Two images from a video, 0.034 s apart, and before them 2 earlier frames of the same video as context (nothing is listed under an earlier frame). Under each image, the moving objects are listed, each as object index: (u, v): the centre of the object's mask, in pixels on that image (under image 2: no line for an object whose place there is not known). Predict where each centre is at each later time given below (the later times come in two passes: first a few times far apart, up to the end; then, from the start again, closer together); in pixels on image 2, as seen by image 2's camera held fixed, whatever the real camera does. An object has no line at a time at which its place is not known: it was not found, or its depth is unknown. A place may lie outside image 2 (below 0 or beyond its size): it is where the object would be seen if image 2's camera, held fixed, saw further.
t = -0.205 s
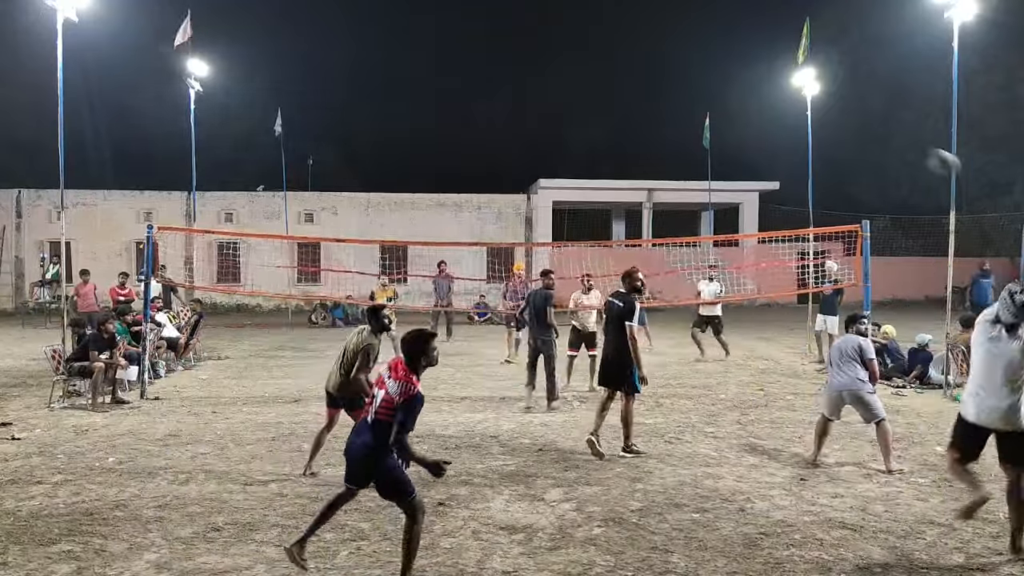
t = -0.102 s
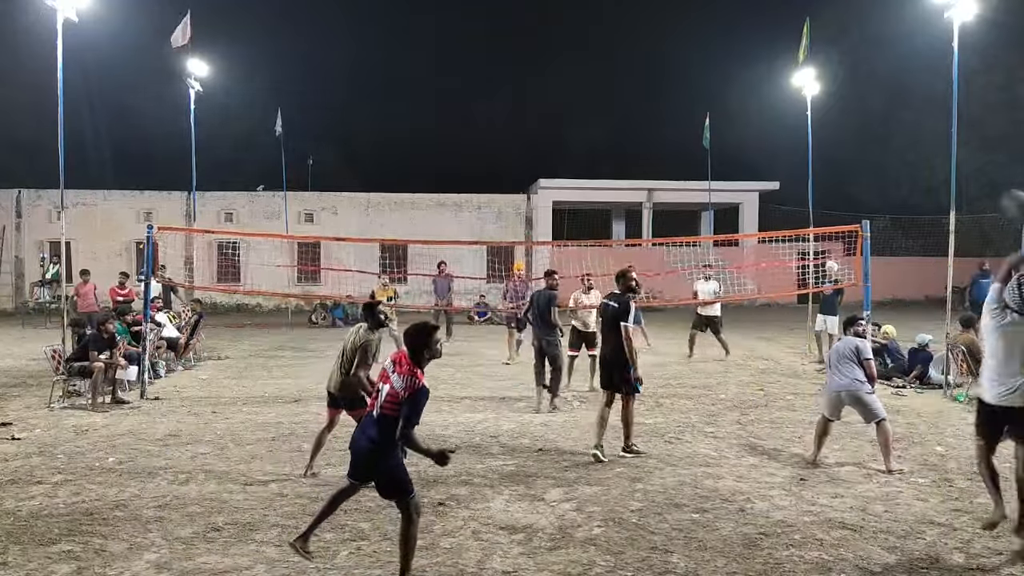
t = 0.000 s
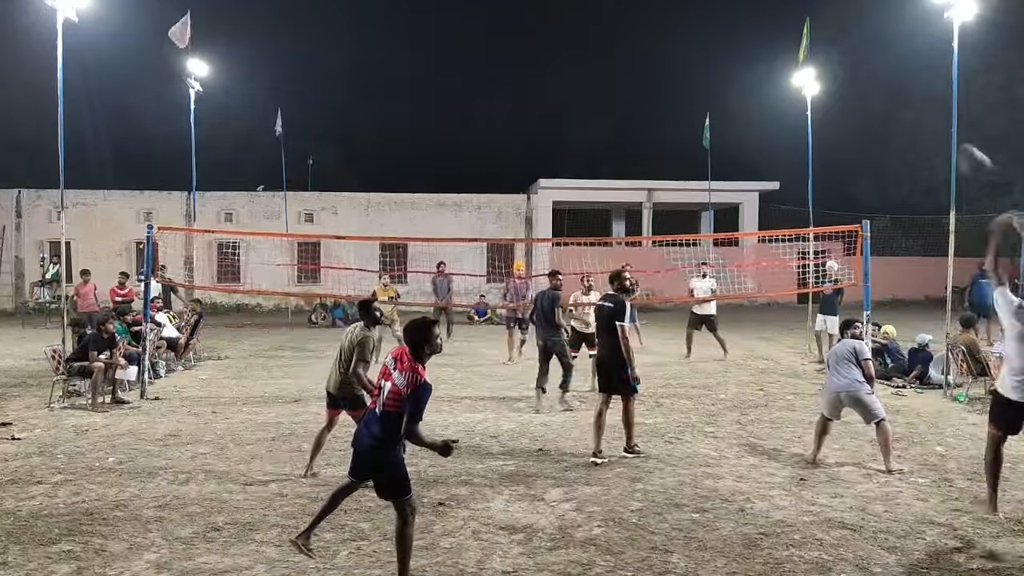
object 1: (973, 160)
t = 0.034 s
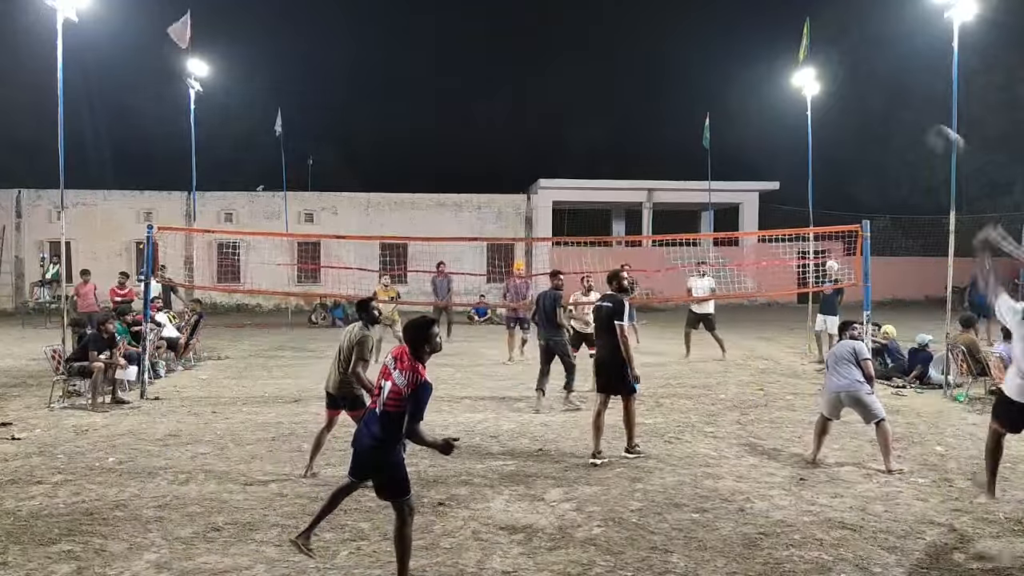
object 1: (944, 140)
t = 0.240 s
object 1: (822, 69)
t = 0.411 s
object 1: (745, 57)
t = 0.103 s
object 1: (896, 107)
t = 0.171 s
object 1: (856, 84)
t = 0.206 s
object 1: (840, 76)
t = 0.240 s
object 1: (822, 69)
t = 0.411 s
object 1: (745, 57)
